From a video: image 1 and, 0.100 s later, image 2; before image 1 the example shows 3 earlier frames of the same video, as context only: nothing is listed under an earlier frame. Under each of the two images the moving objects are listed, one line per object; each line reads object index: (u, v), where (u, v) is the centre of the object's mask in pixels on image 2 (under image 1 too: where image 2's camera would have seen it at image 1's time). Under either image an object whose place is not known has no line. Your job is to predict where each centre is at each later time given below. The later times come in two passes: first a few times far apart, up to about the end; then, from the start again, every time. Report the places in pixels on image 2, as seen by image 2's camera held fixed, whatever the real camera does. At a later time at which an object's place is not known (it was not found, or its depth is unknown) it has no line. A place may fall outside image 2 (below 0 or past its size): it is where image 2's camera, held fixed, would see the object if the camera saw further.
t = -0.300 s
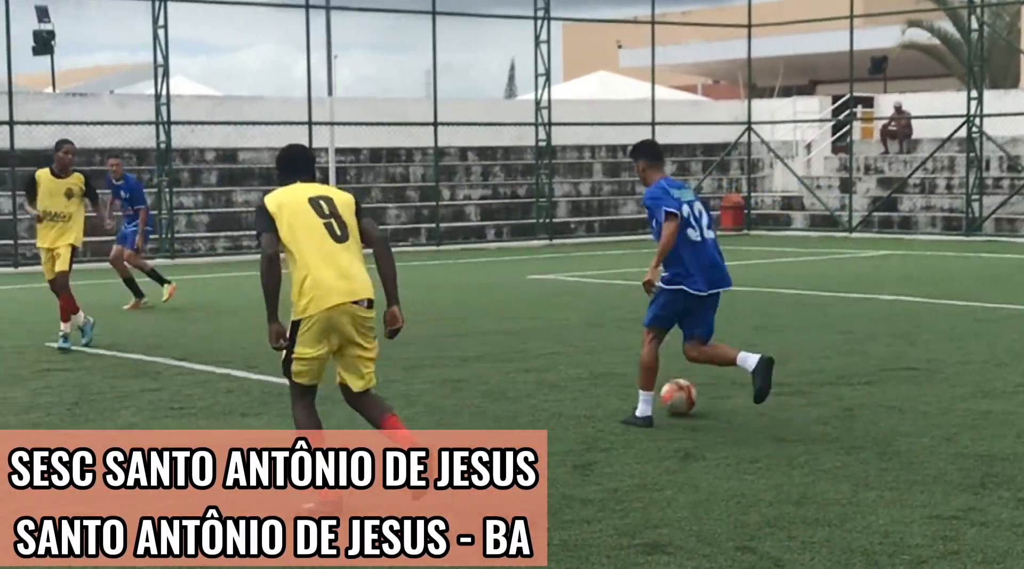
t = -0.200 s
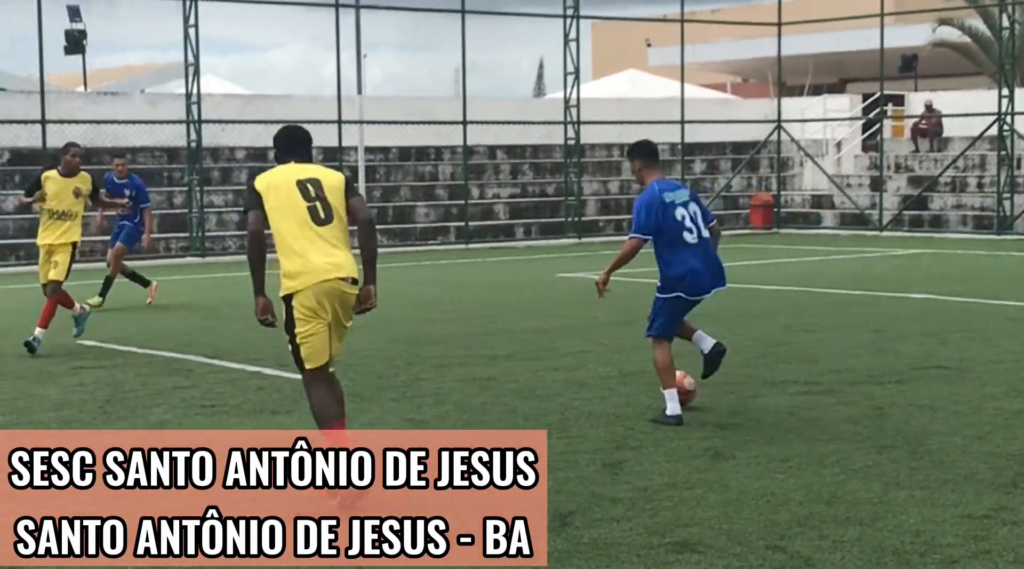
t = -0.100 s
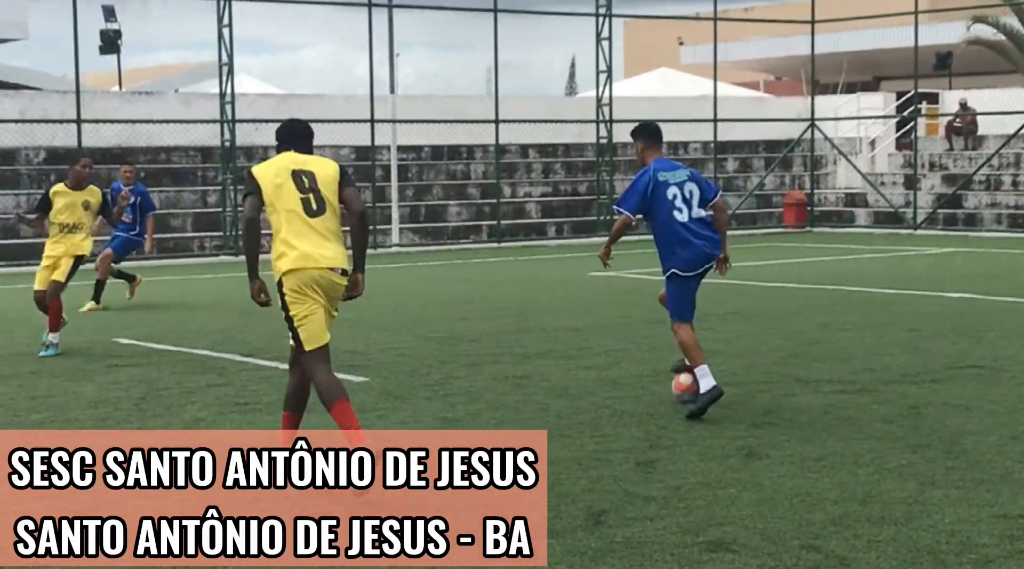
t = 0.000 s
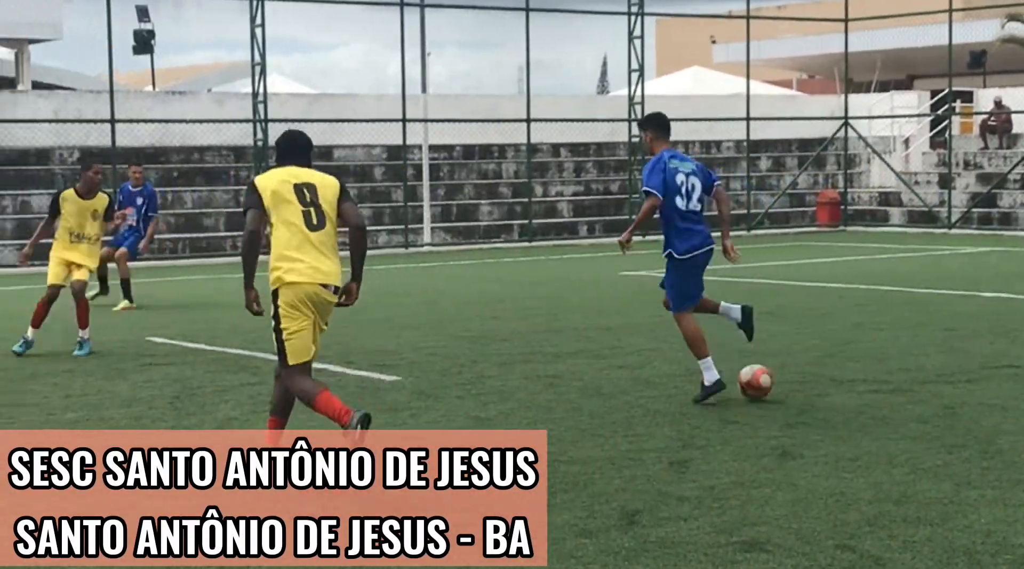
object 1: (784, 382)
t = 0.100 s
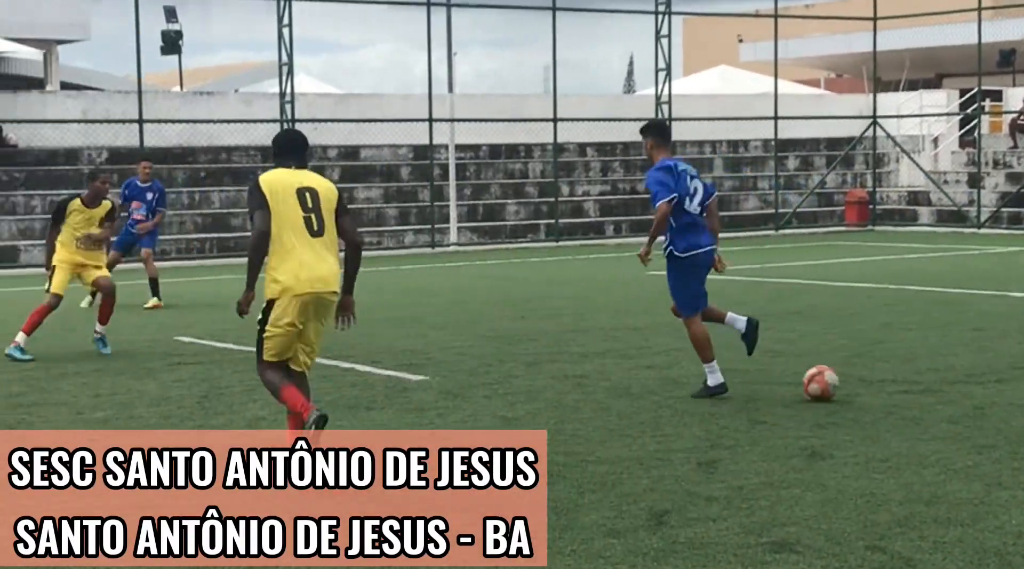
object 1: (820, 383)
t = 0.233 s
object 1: (870, 383)
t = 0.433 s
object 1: (944, 386)
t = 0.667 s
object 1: (1029, 387)
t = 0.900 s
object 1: (1112, 389)
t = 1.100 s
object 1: (1182, 391)
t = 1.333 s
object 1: (1263, 393)
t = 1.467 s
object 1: (1308, 394)
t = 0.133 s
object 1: (833, 383)
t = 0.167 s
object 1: (846, 384)
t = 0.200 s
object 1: (858, 384)
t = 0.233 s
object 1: (870, 383)
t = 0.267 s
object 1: (882, 384)
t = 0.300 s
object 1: (895, 385)
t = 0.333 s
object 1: (907, 384)
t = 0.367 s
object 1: (919, 385)
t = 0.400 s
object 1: (931, 385)
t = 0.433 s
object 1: (944, 386)
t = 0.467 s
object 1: (957, 386)
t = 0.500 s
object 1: (969, 386)
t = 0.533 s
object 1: (981, 386)
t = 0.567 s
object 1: (993, 386)
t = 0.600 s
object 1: (1005, 386)
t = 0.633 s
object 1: (1017, 387)
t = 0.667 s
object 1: (1029, 387)
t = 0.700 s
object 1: (1040, 387)
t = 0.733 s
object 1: (1053, 388)
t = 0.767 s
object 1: (1065, 389)
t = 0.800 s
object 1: (1077, 388)
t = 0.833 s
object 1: (1088, 388)
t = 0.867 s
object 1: (1099, 389)
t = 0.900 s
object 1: (1112, 389)
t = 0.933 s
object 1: (1124, 390)
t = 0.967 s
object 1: (1135, 390)
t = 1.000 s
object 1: (1146, 390)
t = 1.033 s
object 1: (1158, 390)
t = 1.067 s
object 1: (1170, 391)
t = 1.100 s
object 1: (1182, 391)
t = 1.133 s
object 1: (1194, 392)
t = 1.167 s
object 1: (1205, 392)
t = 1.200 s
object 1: (1216, 392)
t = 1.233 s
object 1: (1228, 392)
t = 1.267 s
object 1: (1240, 393)
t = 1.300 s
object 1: (1251, 393)
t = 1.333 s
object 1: (1263, 393)
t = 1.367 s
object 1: (1274, 393)
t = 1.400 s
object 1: (1285, 393)
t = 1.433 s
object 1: (1296, 394)
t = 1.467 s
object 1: (1308, 394)
